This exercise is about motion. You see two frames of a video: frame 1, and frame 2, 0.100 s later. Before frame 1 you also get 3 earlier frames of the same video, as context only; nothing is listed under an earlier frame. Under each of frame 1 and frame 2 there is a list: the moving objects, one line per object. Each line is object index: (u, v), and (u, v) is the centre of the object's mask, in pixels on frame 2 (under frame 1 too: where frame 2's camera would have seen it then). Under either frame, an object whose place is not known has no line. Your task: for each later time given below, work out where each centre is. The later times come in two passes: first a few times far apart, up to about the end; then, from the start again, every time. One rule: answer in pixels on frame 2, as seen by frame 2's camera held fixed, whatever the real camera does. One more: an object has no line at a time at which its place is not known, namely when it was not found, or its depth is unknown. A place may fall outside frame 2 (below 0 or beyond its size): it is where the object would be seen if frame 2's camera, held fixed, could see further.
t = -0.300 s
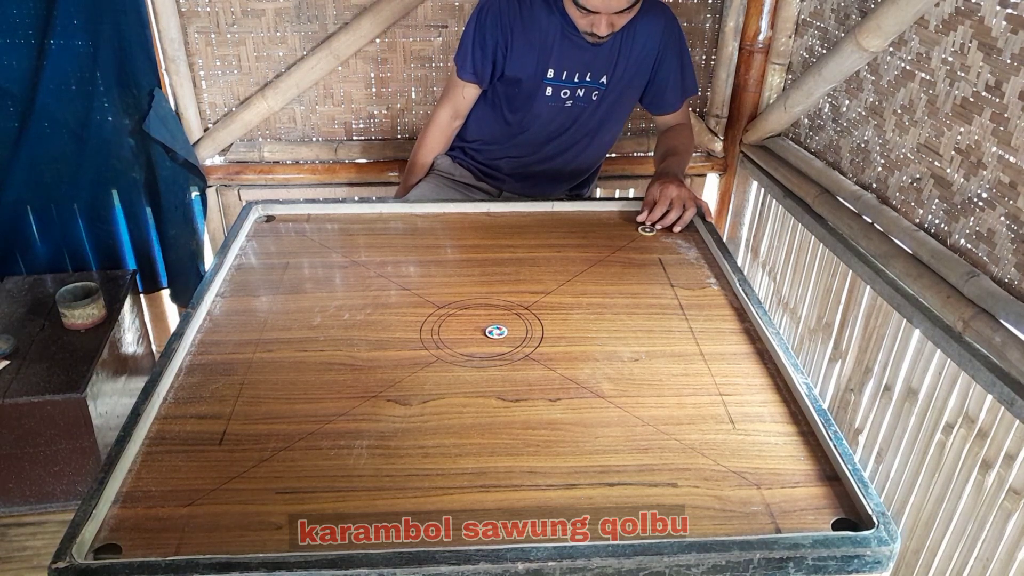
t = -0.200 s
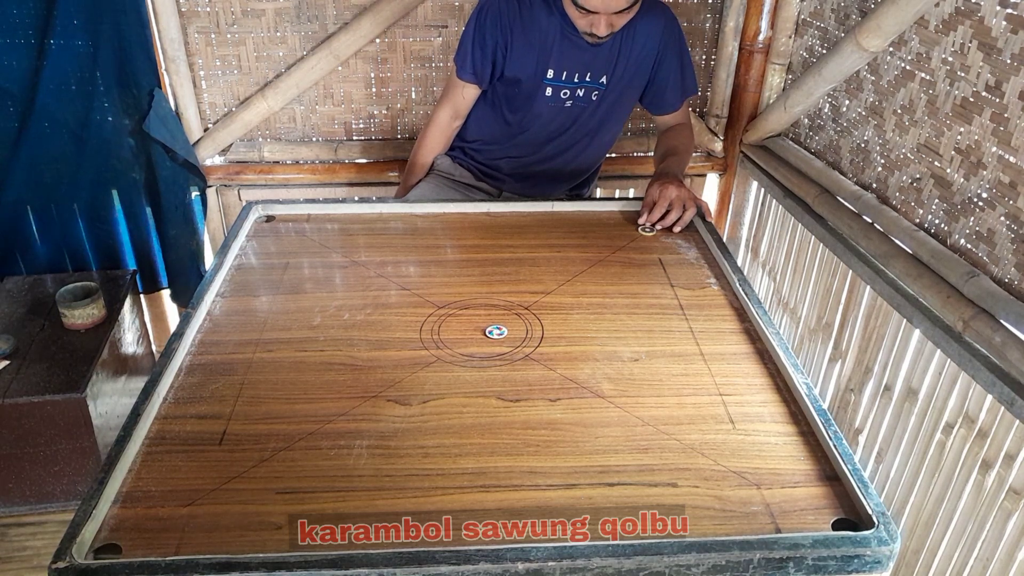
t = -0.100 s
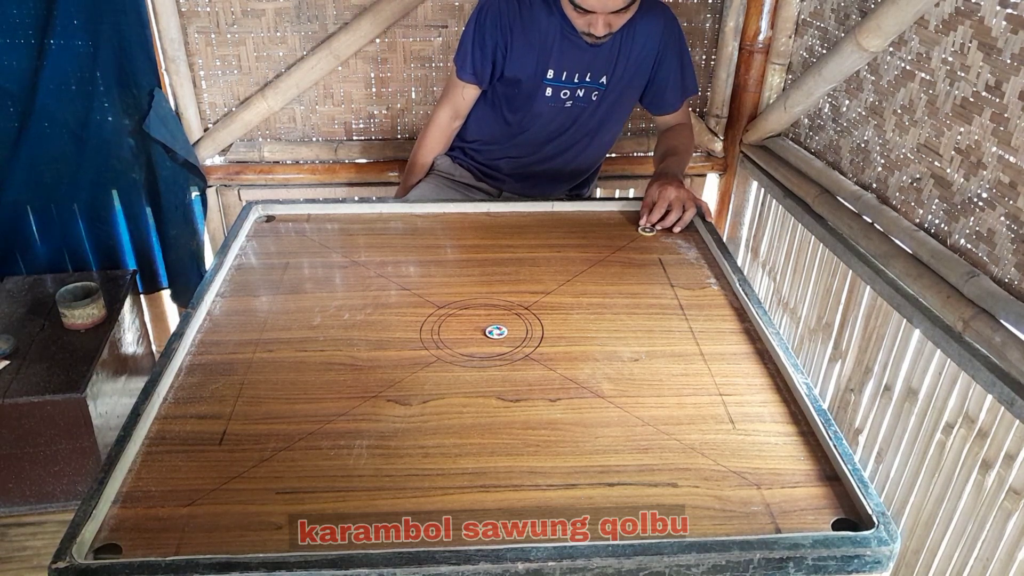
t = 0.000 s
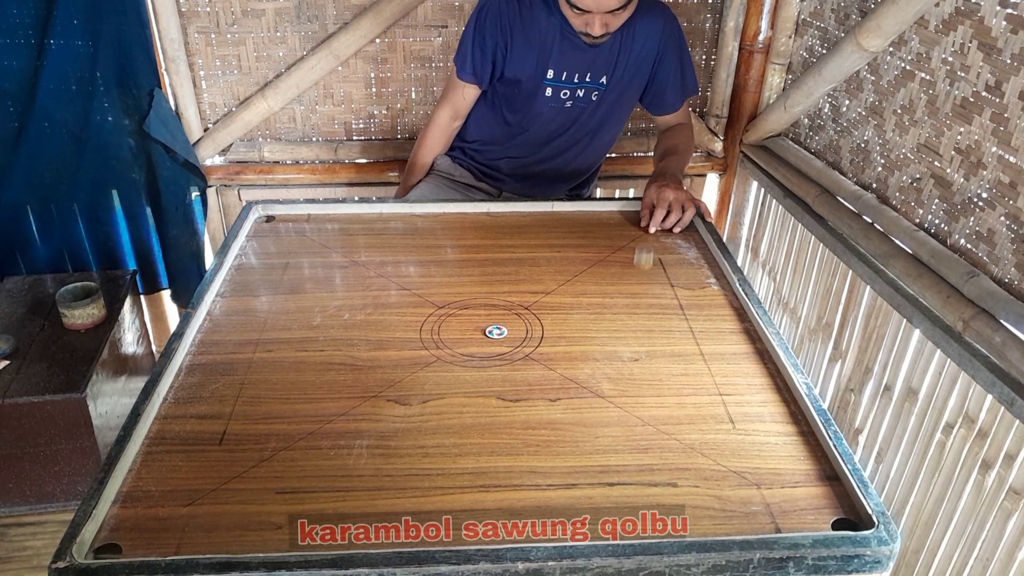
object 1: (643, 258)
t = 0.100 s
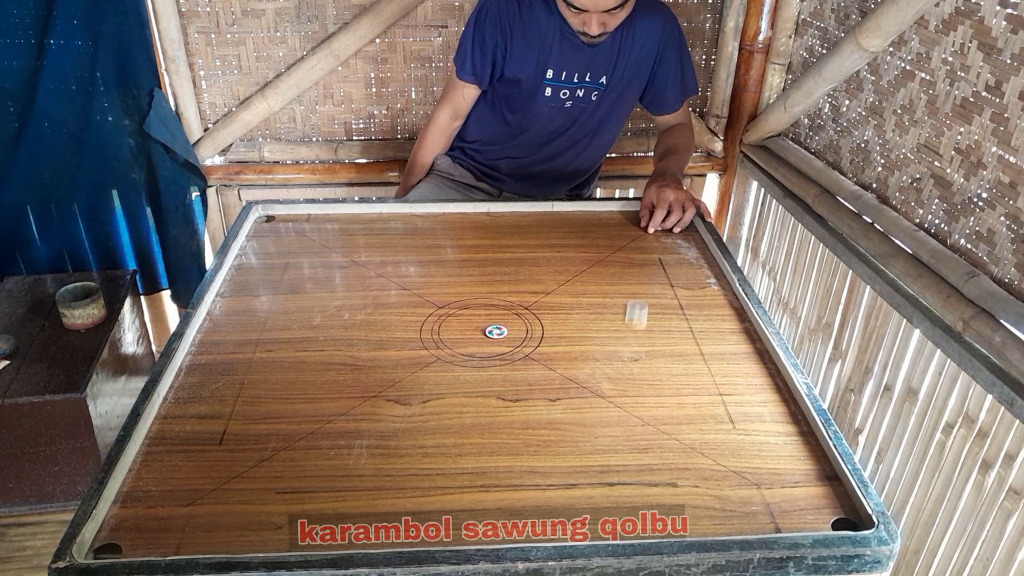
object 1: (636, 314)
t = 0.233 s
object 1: (625, 417)
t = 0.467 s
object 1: (563, 441)
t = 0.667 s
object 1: (512, 339)
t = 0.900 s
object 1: (517, 302)
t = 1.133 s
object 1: (518, 276)
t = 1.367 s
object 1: (515, 259)
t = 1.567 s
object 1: (508, 250)
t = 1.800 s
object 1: (499, 241)
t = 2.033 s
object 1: (489, 235)
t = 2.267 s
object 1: (480, 229)
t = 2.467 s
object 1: (474, 224)
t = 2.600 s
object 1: (470, 222)
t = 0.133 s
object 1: (634, 335)
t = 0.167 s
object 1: (631, 361)
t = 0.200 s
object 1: (628, 387)
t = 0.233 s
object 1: (625, 417)
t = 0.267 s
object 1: (621, 449)
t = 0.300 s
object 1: (616, 485)
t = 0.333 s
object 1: (609, 517)
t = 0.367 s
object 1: (596, 514)
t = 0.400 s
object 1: (587, 491)
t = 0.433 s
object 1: (575, 465)
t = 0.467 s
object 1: (563, 441)
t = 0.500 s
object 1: (553, 420)
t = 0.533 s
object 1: (543, 401)
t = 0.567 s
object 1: (533, 383)
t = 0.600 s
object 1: (525, 367)
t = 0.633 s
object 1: (516, 352)
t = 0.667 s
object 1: (512, 339)
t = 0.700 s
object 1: (512, 333)
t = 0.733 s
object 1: (513, 327)
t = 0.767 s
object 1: (514, 321)
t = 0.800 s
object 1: (516, 316)
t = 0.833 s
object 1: (516, 311)
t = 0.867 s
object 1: (517, 306)
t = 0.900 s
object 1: (517, 302)
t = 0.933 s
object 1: (518, 298)
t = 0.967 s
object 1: (518, 293)
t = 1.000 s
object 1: (518, 290)
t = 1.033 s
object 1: (519, 286)
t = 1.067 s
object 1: (518, 283)
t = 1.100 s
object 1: (518, 279)
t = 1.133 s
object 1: (518, 276)
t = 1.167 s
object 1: (518, 273)
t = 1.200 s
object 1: (517, 271)
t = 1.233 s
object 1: (517, 268)
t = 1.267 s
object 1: (516, 266)
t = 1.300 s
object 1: (516, 263)
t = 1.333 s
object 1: (515, 261)
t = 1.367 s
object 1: (515, 259)
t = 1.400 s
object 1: (513, 258)
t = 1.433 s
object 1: (512, 256)
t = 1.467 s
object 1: (511, 254)
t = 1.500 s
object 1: (510, 253)
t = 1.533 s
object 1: (509, 251)
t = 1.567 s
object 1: (508, 250)
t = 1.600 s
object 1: (506, 248)
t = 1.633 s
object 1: (505, 247)
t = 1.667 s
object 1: (504, 246)
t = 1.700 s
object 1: (503, 245)
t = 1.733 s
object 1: (502, 244)
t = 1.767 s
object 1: (501, 242)
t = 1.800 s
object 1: (499, 241)
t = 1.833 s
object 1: (498, 240)
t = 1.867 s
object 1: (496, 239)
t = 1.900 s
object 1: (495, 238)
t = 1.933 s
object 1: (494, 237)
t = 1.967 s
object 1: (492, 237)
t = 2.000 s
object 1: (491, 236)
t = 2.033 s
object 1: (489, 235)
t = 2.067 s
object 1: (488, 234)
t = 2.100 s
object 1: (487, 233)
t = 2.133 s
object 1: (485, 232)
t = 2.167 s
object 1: (484, 231)
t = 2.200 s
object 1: (482, 231)
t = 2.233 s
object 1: (481, 230)
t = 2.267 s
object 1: (480, 229)
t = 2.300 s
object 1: (479, 228)
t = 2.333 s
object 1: (478, 227)
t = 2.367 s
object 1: (477, 226)
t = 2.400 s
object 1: (476, 226)
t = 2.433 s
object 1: (475, 225)
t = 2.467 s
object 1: (474, 224)
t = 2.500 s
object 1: (473, 224)
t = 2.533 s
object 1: (472, 223)
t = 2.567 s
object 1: (471, 223)
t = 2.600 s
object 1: (470, 222)
